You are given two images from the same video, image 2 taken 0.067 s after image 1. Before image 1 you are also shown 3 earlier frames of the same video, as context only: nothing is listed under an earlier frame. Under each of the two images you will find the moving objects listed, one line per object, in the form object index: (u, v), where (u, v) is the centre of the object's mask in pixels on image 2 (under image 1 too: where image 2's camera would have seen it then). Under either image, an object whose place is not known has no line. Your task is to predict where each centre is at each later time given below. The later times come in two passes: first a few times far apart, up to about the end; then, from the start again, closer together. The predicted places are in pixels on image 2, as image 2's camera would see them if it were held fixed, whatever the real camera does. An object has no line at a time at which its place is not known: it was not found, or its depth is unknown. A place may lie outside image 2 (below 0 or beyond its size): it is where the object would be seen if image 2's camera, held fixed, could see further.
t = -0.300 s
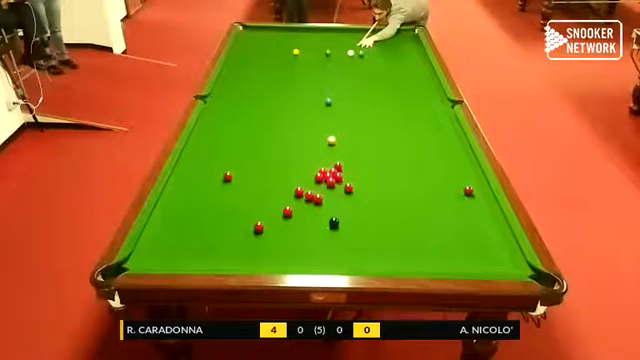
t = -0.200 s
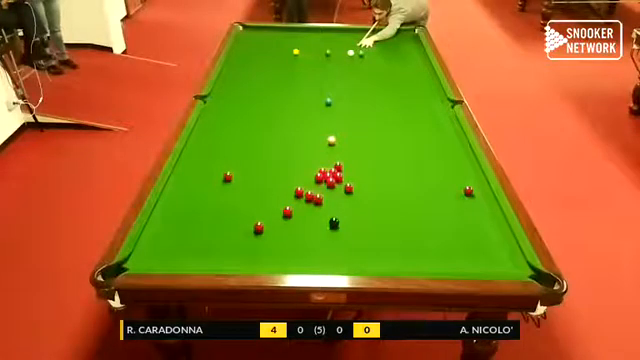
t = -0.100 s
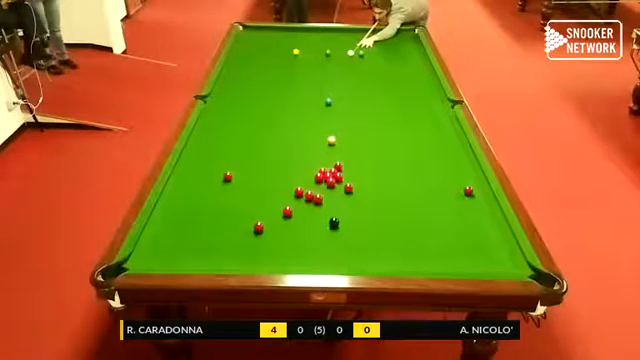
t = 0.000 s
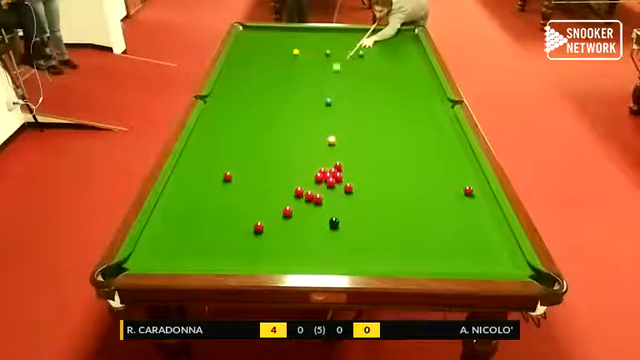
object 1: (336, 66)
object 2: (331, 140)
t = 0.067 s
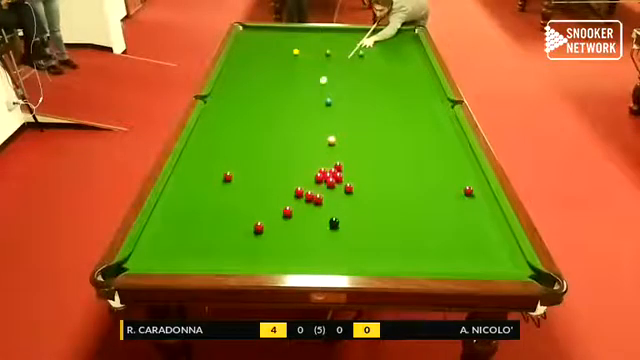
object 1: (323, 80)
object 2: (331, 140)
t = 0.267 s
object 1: (275, 127)
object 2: (331, 140)
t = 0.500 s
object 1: (225, 171)
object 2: (331, 140)
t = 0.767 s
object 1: (208, 174)
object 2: (331, 141)
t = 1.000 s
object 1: (194, 176)
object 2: (331, 140)
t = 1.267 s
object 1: (180, 178)
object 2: (331, 140)
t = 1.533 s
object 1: (174, 180)
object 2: (331, 140)
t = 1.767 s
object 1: (181, 181)
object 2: (331, 140)
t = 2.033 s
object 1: (186, 182)
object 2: (331, 140)
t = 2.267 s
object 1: (191, 183)
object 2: (331, 140)
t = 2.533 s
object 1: (193, 184)
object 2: (331, 140)
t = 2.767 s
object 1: (195, 184)
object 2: (331, 140)
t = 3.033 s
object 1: (196, 184)
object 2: (331, 140)
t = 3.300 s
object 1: (196, 184)
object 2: (331, 140)
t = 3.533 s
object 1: (196, 184)
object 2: (332, 140)
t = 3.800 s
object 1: (196, 184)
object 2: (331, 140)
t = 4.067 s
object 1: (196, 184)
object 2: (331, 140)
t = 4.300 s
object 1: (196, 184)
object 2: (331, 140)
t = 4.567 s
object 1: (196, 184)
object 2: (331, 140)
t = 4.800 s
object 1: (196, 185)
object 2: (331, 140)
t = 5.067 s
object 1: (196, 185)
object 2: (332, 141)
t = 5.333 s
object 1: (196, 185)
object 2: (332, 145)
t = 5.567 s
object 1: (196, 185)
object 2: (334, 154)
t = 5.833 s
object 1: (196, 185)
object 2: (333, 160)
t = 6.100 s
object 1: (196, 185)
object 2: (332, 162)
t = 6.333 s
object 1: (196, 185)
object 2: (329, 164)
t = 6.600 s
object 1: (196, 185)
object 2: (327, 164)
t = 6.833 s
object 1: (196, 185)
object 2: (327, 164)
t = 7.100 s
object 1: (196, 185)
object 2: (327, 165)
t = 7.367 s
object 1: (196, 185)
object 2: (326, 165)
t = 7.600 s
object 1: (196, 185)
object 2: (326, 165)
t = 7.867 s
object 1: (196, 185)
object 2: (326, 165)
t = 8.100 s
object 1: (196, 185)
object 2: (326, 165)
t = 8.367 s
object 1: (196, 185)
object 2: (326, 165)
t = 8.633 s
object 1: (196, 185)
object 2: (326, 165)
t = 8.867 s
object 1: (196, 185)
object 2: (326, 165)
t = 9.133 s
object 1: (196, 185)
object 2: (326, 165)
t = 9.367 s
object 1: (196, 185)
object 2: (326, 165)
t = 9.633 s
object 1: (196, 185)
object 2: (326, 165)
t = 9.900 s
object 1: (196, 185)
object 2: (326, 165)
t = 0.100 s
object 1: (316, 87)
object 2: (331, 140)
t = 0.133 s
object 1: (308, 94)
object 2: (331, 140)
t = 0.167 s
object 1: (301, 102)
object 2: (331, 140)
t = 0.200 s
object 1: (293, 110)
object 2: (331, 140)
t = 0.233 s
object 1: (284, 118)
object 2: (331, 140)
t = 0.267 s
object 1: (275, 127)
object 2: (331, 140)
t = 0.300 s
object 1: (266, 137)
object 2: (331, 140)
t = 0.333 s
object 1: (256, 146)
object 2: (331, 140)
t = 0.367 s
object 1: (246, 156)
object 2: (331, 140)
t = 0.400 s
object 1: (235, 167)
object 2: (331, 140)
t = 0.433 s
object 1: (229, 171)
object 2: (331, 140)
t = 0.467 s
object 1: (227, 171)
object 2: (331, 140)
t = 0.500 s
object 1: (225, 171)
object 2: (331, 140)
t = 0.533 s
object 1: (223, 172)
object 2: (331, 140)
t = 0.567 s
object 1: (221, 172)
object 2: (331, 140)
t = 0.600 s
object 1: (218, 173)
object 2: (331, 140)
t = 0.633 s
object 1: (216, 173)
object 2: (331, 140)
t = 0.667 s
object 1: (214, 173)
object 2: (331, 140)
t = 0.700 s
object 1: (213, 174)
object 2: (331, 141)
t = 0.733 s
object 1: (210, 174)
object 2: (331, 141)
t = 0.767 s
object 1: (208, 174)
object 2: (331, 141)
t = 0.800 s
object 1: (206, 174)
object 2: (331, 141)
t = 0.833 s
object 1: (204, 175)
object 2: (331, 141)
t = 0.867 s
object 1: (202, 175)
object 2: (331, 141)
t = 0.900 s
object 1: (200, 175)
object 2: (331, 140)
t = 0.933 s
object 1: (198, 175)
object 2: (331, 140)
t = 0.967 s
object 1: (196, 176)
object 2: (331, 140)
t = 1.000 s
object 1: (194, 176)
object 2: (331, 140)
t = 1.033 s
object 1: (192, 176)
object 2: (331, 140)
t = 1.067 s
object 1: (191, 177)
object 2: (331, 140)
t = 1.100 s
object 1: (189, 177)
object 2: (331, 140)
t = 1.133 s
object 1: (187, 177)
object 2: (331, 140)
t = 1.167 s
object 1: (186, 178)
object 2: (331, 140)
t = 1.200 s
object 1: (184, 178)
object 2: (331, 140)
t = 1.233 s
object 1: (183, 177)
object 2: (331, 140)
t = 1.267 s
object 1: (180, 178)
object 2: (331, 140)
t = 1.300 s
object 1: (179, 179)
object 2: (331, 140)
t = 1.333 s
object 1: (176, 179)
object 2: (331, 140)
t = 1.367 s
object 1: (175, 179)
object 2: (331, 140)
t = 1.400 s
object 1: (173, 179)
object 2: (331, 140)
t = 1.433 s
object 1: (173, 179)
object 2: (331, 140)
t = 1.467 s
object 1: (173, 179)
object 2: (331, 140)
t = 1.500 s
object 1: (174, 180)
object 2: (331, 140)
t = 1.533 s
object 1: (174, 180)
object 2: (331, 140)
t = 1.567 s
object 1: (176, 180)
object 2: (331, 140)
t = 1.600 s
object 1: (177, 180)
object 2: (331, 140)
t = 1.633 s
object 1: (178, 180)
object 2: (331, 140)
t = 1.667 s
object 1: (179, 180)
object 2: (331, 140)
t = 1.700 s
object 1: (180, 181)
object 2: (331, 140)
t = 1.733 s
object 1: (180, 181)
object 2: (331, 140)
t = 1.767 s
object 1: (181, 181)
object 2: (331, 140)
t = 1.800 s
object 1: (181, 181)
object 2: (331, 140)
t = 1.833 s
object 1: (182, 181)
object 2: (331, 140)
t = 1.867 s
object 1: (184, 181)
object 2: (331, 140)
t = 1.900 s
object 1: (185, 182)
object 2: (331, 140)
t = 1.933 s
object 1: (185, 182)
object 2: (331, 140)
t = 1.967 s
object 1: (185, 182)
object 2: (331, 140)
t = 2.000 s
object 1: (186, 182)
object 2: (331, 140)
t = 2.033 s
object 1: (186, 182)
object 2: (331, 140)
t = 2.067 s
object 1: (186, 182)
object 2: (331, 140)
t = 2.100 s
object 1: (187, 182)
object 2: (331, 140)
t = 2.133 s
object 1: (188, 182)
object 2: (331, 140)
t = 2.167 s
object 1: (188, 182)
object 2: (331, 140)
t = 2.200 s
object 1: (189, 183)
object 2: (331, 140)
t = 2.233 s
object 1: (190, 183)
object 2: (331, 140)
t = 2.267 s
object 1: (191, 183)
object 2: (331, 140)
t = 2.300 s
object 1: (191, 183)
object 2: (331, 140)
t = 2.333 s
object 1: (191, 183)
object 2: (331, 140)
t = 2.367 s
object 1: (191, 183)
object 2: (331, 140)
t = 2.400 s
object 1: (191, 183)
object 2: (331, 140)
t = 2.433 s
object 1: (192, 183)
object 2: (331, 140)
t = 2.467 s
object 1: (193, 183)
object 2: (331, 140)
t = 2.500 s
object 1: (193, 184)
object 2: (331, 140)
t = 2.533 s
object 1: (193, 184)
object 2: (331, 140)
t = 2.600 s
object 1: (194, 184)
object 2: (331, 140)
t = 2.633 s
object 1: (194, 184)
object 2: (331, 140)
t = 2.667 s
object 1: (195, 184)
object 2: (331, 140)
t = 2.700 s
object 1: (195, 184)
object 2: (331, 140)
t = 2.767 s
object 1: (195, 184)
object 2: (331, 140)
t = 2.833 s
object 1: (195, 184)
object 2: (331, 140)
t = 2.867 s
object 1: (196, 184)
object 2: (331, 140)
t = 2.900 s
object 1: (196, 184)
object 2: (331, 140)
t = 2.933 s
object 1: (196, 184)
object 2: (331, 140)
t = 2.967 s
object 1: (196, 184)
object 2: (331, 140)
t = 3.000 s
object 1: (196, 184)
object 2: (331, 140)
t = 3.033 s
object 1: (196, 184)
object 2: (331, 140)
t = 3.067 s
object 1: (196, 184)
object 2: (331, 140)
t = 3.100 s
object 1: (196, 184)
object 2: (331, 140)
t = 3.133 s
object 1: (196, 184)
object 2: (331, 140)
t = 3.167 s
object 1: (196, 184)
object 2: (331, 140)
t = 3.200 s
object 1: (196, 184)
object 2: (331, 140)
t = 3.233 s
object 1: (196, 184)
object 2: (331, 140)
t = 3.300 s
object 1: (196, 184)
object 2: (331, 140)
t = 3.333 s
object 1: (196, 184)
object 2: (331, 140)
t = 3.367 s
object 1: (196, 184)
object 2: (331, 140)
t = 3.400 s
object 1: (196, 184)
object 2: (332, 140)
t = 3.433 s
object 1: (196, 184)
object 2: (332, 140)
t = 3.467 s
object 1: (196, 184)
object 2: (332, 140)
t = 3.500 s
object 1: (196, 184)
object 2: (331, 140)
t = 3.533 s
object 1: (196, 184)
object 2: (332, 140)
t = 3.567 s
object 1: (196, 184)
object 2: (332, 140)
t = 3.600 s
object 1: (196, 184)
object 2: (332, 140)
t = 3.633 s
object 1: (196, 184)
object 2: (332, 140)
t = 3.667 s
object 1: (196, 184)
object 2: (332, 140)
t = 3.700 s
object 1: (196, 184)
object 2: (332, 140)
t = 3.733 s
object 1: (196, 184)
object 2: (332, 140)
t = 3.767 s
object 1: (196, 184)
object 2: (332, 140)
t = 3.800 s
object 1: (196, 184)
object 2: (331, 140)
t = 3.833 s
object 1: (196, 184)
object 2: (331, 140)
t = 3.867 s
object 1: (196, 184)
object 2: (331, 140)
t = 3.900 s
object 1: (196, 184)
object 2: (331, 140)
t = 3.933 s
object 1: (196, 184)
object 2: (331, 140)
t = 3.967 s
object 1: (196, 184)
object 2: (331, 140)
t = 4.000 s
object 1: (196, 184)
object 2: (331, 140)
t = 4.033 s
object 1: (196, 184)
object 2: (331, 140)
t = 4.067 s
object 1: (196, 184)
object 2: (331, 140)
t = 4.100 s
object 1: (196, 184)
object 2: (331, 140)
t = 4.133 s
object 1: (196, 184)
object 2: (331, 140)
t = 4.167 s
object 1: (196, 184)
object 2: (331, 140)
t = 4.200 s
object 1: (196, 184)
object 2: (331, 140)
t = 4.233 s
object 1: (196, 184)
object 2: (331, 140)
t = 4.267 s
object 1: (196, 184)
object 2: (331, 140)
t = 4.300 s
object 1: (196, 184)
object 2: (331, 140)
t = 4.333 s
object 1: (196, 184)
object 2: (331, 140)
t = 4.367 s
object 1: (196, 184)
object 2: (331, 140)
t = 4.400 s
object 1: (196, 184)
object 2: (331, 140)
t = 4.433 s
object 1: (196, 184)
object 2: (331, 140)
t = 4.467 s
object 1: (196, 184)
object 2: (331, 140)
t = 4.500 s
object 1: (196, 184)
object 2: (331, 140)
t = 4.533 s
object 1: (196, 184)
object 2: (331, 140)
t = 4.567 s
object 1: (196, 184)
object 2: (331, 140)
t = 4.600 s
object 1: (196, 184)
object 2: (331, 140)
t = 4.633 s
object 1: (196, 184)
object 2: (331, 140)
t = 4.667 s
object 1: (196, 185)
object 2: (331, 140)
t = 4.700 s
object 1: (196, 185)
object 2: (331, 140)
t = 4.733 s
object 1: (196, 185)
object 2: (331, 140)
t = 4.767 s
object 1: (196, 185)
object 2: (331, 140)
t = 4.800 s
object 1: (196, 185)
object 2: (331, 140)
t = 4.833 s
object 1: (196, 185)
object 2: (331, 140)
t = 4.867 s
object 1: (196, 185)
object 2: (331, 140)
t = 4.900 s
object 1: (196, 185)
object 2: (331, 140)
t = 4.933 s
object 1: (196, 185)
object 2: (331, 140)
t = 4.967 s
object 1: (196, 185)
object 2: (331, 140)
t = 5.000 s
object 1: (196, 185)
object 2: (331, 140)
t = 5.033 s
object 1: (196, 185)
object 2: (331, 140)
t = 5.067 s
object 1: (196, 185)
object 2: (332, 141)
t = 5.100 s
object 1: (196, 185)
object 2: (331, 141)
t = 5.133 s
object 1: (196, 185)
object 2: (331, 141)
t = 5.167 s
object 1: (196, 185)
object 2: (332, 141)
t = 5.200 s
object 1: (196, 185)
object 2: (332, 141)
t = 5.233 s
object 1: (196, 185)
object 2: (331, 141)
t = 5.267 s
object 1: (196, 185)
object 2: (332, 143)
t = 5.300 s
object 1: (196, 185)
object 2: (332, 144)
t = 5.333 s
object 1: (196, 185)
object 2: (332, 145)
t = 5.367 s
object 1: (196, 185)
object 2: (332, 147)
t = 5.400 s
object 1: (196, 185)
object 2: (332, 148)
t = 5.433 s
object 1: (196, 185)
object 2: (333, 149)
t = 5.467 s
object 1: (196, 185)
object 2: (333, 150)
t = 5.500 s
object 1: (196, 185)
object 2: (333, 151)
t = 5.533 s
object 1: (196, 185)
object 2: (334, 152)
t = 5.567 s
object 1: (196, 185)
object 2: (334, 154)
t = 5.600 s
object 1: (196, 185)
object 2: (334, 154)
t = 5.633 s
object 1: (196, 185)
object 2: (334, 155)
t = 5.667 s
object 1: (196, 185)
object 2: (334, 156)
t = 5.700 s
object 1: (196, 185)
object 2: (334, 157)
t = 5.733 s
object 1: (196, 185)
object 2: (334, 158)
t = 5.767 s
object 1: (196, 185)
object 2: (334, 159)
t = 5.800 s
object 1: (196, 185)
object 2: (335, 159)
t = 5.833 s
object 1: (196, 185)
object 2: (333, 160)
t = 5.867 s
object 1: (196, 185)
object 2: (334, 160)
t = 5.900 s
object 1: (196, 185)
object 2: (333, 161)
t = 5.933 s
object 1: (196, 185)
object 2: (333, 161)
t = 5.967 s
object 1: (196, 185)
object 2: (333, 161)
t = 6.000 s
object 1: (196, 185)
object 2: (332, 162)
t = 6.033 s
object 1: (196, 185)
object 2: (332, 162)
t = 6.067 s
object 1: (196, 185)
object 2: (332, 162)
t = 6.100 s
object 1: (196, 185)
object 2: (332, 162)
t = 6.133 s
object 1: (196, 185)
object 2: (331, 163)
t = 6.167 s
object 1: (196, 185)
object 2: (331, 162)
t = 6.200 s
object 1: (196, 185)
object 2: (331, 162)
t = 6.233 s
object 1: (196, 185)
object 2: (330, 163)
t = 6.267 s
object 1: (196, 185)
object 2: (330, 164)
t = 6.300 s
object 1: (196, 185)
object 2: (329, 164)
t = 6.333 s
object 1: (196, 185)
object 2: (329, 164)
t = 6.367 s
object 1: (196, 185)
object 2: (329, 164)
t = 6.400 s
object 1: (196, 185)
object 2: (329, 164)
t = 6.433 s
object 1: (196, 185)
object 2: (329, 164)
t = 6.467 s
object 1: (196, 185)
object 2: (328, 164)
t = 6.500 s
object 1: (196, 185)
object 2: (328, 164)
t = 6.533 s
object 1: (196, 185)
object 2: (327, 164)
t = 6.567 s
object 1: (196, 185)
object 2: (327, 164)
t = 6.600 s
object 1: (196, 185)
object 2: (327, 164)
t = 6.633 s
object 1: (196, 185)
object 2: (327, 164)
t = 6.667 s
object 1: (196, 185)
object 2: (327, 164)
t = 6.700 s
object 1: (196, 185)
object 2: (327, 164)
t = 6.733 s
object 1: (196, 185)
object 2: (327, 164)
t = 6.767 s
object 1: (196, 185)
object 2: (327, 164)
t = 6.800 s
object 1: (196, 185)
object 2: (327, 164)
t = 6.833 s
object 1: (196, 185)
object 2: (327, 164)
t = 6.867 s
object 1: (196, 185)
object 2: (327, 164)
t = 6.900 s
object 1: (196, 185)
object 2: (327, 164)
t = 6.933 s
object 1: (196, 185)
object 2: (327, 165)
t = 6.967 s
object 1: (196, 185)
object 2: (327, 164)
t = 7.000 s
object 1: (196, 185)
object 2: (327, 165)
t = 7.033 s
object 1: (196, 185)
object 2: (327, 165)
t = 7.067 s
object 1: (196, 185)
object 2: (327, 165)
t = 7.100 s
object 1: (196, 185)
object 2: (327, 165)
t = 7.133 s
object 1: (196, 185)
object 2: (327, 165)
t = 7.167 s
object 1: (196, 185)
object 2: (327, 165)
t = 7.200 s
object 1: (196, 185)
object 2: (327, 165)
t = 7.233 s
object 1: (196, 185)
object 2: (327, 165)
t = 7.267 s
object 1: (196, 185)
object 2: (327, 165)
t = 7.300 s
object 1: (196, 185)
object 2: (327, 165)
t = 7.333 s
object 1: (196, 185)
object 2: (326, 165)
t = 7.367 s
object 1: (196, 185)
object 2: (326, 165)
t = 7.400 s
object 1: (196, 184)
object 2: (326, 165)
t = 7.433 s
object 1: (196, 185)
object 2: (326, 165)
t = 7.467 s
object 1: (196, 185)
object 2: (326, 165)
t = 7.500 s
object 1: (196, 185)
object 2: (326, 165)
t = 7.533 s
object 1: (196, 185)
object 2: (326, 165)
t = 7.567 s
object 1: (196, 185)
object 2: (326, 165)
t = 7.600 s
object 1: (196, 185)
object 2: (326, 165)
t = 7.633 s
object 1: (196, 185)
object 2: (326, 165)
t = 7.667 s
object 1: (196, 185)
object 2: (326, 165)
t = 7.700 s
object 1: (196, 185)
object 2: (326, 165)
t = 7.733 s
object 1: (196, 185)
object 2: (326, 165)
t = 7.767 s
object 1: (196, 185)
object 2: (326, 165)
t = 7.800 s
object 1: (196, 185)
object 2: (326, 165)
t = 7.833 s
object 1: (196, 185)
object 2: (326, 165)
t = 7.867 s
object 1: (196, 185)
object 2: (326, 165)
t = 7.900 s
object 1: (196, 185)
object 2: (326, 165)
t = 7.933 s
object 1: (196, 185)
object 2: (326, 165)
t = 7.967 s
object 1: (196, 185)
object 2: (326, 165)
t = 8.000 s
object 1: (196, 185)
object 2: (326, 165)
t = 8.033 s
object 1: (196, 185)
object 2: (326, 165)
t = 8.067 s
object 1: (196, 185)
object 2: (326, 165)
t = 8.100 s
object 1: (196, 185)
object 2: (326, 165)
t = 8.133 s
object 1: (196, 185)
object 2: (326, 165)
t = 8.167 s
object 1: (196, 185)
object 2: (326, 165)
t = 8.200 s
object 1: (196, 185)
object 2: (326, 165)
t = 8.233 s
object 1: (196, 185)
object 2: (326, 165)
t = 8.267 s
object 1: (196, 185)
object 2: (326, 165)
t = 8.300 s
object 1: (196, 185)
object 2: (326, 165)
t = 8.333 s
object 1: (196, 185)
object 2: (326, 165)
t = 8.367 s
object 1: (196, 185)
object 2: (326, 165)
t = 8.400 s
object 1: (196, 185)
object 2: (326, 165)
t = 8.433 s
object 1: (196, 185)
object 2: (326, 165)
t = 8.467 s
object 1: (196, 185)
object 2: (326, 165)
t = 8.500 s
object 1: (196, 185)
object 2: (326, 165)
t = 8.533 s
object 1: (196, 185)
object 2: (326, 165)
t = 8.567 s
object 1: (196, 185)
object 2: (326, 165)
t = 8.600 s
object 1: (196, 185)
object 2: (326, 165)
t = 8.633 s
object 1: (196, 185)
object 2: (326, 165)
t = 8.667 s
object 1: (196, 185)
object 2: (326, 165)
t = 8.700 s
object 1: (196, 185)
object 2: (326, 165)
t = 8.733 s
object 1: (196, 185)
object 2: (326, 165)
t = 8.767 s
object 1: (196, 185)
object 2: (326, 165)
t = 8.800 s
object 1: (196, 185)
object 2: (326, 165)
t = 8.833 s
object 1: (196, 185)
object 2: (326, 165)
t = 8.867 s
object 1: (196, 185)
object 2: (326, 165)
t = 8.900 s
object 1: (196, 185)
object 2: (326, 165)
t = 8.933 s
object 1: (196, 185)
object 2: (326, 165)
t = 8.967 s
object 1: (196, 185)
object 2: (326, 165)
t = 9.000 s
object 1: (196, 185)
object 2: (326, 165)
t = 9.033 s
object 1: (196, 185)
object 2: (326, 165)
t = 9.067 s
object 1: (196, 185)
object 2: (326, 165)
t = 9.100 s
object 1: (196, 185)
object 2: (326, 165)
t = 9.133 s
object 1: (196, 185)
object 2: (326, 165)
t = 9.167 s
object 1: (196, 185)
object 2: (326, 165)
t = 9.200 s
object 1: (196, 185)
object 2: (326, 165)
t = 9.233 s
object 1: (196, 185)
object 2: (326, 165)
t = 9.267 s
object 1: (196, 185)
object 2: (326, 165)
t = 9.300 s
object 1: (196, 185)
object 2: (326, 165)
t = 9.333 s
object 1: (196, 185)
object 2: (326, 165)
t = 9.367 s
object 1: (196, 185)
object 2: (326, 165)
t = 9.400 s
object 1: (196, 185)
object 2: (326, 165)
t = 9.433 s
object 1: (196, 185)
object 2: (326, 165)
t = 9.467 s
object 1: (196, 185)
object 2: (326, 165)
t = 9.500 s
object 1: (196, 185)
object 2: (326, 165)
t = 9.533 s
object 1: (196, 185)
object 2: (326, 165)
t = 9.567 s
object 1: (196, 185)
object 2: (326, 165)
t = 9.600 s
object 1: (196, 185)
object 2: (326, 165)
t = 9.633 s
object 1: (196, 185)
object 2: (326, 165)
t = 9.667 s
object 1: (196, 185)
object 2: (326, 165)
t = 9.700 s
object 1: (196, 185)
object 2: (326, 165)
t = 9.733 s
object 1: (196, 185)
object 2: (326, 165)
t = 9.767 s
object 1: (196, 185)
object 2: (326, 165)
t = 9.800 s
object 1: (196, 185)
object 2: (326, 165)
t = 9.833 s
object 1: (196, 185)
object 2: (326, 165)
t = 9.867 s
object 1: (196, 185)
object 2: (326, 165)
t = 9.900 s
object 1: (196, 185)
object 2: (326, 165)
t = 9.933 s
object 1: (196, 185)
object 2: (326, 165)
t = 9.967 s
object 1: (196, 185)
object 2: (326, 165)
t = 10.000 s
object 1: (196, 185)
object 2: (326, 165)
